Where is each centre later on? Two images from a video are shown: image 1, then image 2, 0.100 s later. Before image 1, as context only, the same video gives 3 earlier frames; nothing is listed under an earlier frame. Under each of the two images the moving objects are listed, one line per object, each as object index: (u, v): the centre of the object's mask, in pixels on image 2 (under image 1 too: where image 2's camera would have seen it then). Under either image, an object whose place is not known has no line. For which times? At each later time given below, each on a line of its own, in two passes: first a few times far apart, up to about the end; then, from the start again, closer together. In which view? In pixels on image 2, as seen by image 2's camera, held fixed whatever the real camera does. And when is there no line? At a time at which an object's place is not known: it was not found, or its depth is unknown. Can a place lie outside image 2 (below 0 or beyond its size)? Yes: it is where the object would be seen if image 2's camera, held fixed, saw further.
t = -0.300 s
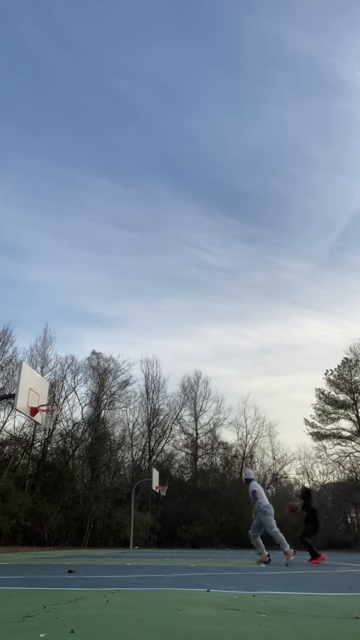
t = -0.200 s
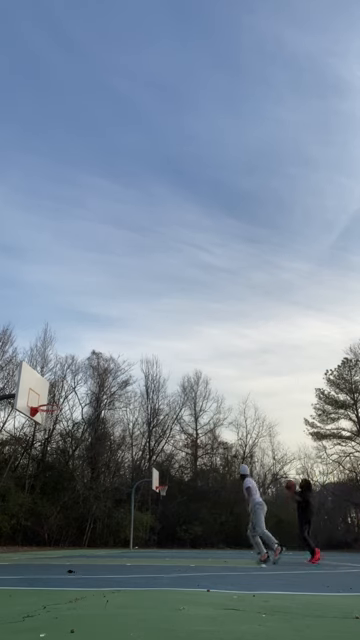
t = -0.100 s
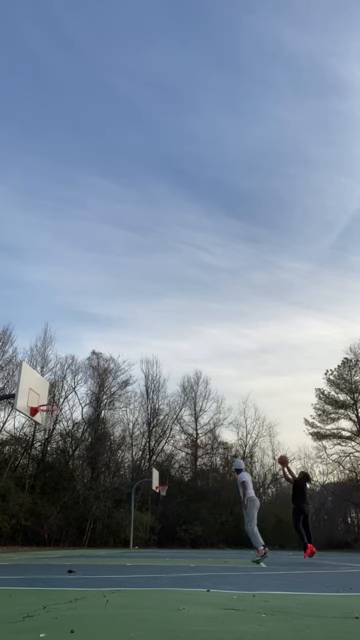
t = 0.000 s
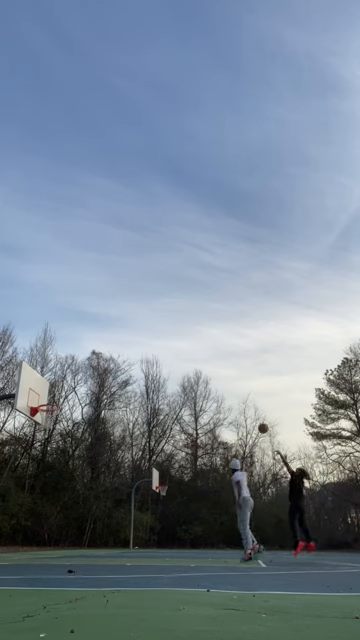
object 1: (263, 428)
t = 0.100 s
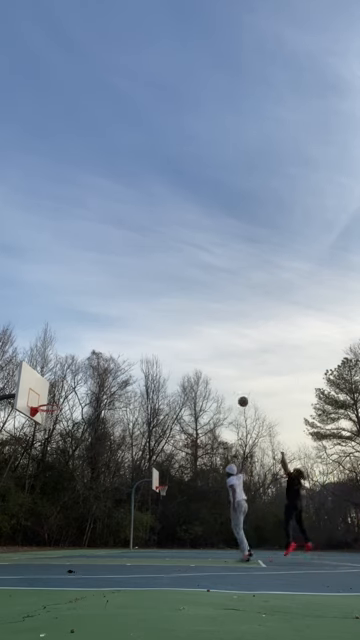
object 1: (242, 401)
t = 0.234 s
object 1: (217, 373)
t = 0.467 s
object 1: (176, 342)
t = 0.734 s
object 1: (130, 332)
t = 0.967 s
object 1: (88, 345)
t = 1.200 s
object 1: (40, 381)
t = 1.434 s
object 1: (36, 431)
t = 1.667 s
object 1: (54, 509)
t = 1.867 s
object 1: (81, 518)
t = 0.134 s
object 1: (236, 393)
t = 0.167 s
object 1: (230, 386)
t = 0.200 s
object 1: (224, 379)
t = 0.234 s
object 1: (217, 373)
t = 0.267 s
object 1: (212, 367)
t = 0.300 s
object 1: (205, 362)
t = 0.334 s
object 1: (200, 357)
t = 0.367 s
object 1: (194, 353)
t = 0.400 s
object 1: (188, 349)
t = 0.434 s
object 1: (182, 345)
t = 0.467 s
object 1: (176, 342)
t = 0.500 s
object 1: (171, 339)
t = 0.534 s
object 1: (165, 337)
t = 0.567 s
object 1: (159, 335)
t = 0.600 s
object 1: (154, 334)
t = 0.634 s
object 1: (148, 333)
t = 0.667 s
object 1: (142, 332)
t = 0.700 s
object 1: (136, 332)
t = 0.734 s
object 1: (130, 332)
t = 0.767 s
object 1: (125, 333)
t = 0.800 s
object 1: (119, 333)
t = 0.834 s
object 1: (113, 335)
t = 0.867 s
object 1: (107, 337)
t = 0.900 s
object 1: (101, 339)
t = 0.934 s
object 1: (94, 342)
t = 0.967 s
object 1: (88, 345)
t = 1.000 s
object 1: (82, 348)
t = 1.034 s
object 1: (75, 352)
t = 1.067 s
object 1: (69, 357)
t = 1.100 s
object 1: (61, 362)
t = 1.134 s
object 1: (55, 368)
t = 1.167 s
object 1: (47, 374)
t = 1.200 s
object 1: (40, 381)
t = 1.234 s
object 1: (33, 388)
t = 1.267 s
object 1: (25, 396)
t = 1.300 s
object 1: (25, 402)
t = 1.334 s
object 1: (28, 408)
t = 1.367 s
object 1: (31, 415)
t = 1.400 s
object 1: (34, 422)
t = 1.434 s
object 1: (36, 431)
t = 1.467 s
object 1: (38, 440)
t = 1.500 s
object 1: (42, 449)
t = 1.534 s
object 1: (45, 459)
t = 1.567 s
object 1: (47, 470)
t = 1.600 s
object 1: (49, 482)
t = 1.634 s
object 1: (52, 495)
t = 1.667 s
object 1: (54, 509)
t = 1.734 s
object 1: (59, 541)
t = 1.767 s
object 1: (61, 553)
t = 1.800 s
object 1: (69, 540)
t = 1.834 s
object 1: (75, 528)
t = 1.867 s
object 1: (81, 518)
